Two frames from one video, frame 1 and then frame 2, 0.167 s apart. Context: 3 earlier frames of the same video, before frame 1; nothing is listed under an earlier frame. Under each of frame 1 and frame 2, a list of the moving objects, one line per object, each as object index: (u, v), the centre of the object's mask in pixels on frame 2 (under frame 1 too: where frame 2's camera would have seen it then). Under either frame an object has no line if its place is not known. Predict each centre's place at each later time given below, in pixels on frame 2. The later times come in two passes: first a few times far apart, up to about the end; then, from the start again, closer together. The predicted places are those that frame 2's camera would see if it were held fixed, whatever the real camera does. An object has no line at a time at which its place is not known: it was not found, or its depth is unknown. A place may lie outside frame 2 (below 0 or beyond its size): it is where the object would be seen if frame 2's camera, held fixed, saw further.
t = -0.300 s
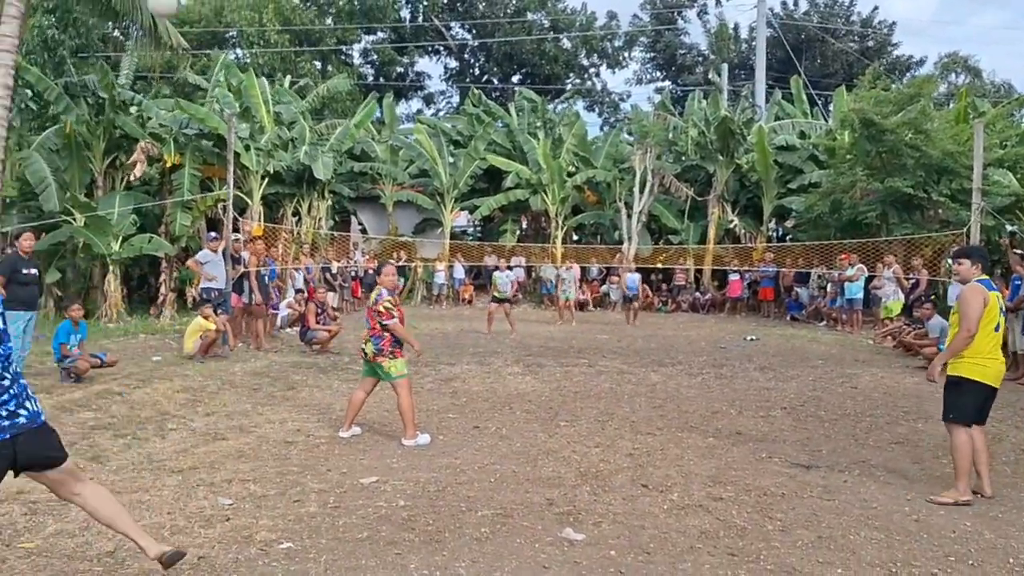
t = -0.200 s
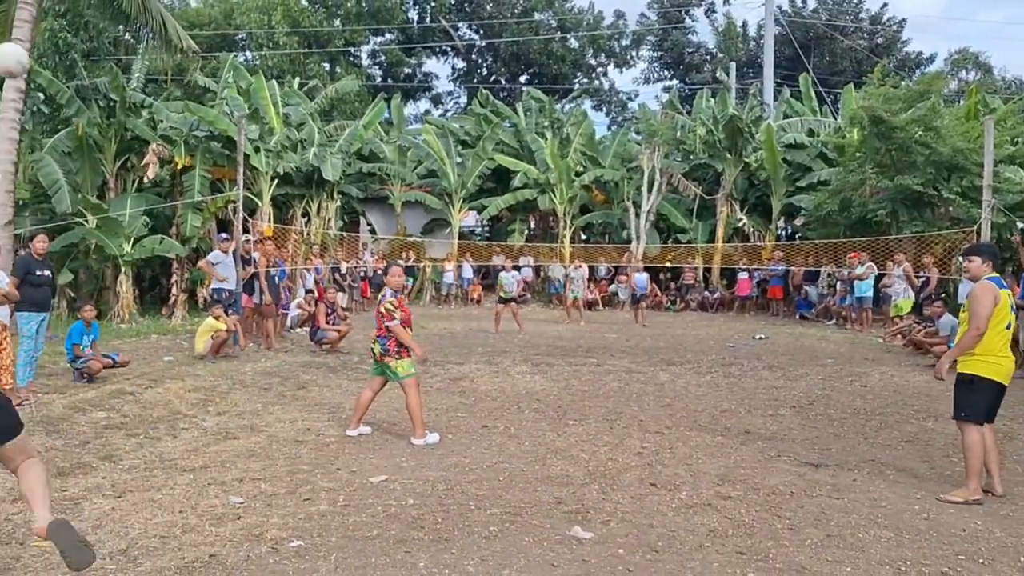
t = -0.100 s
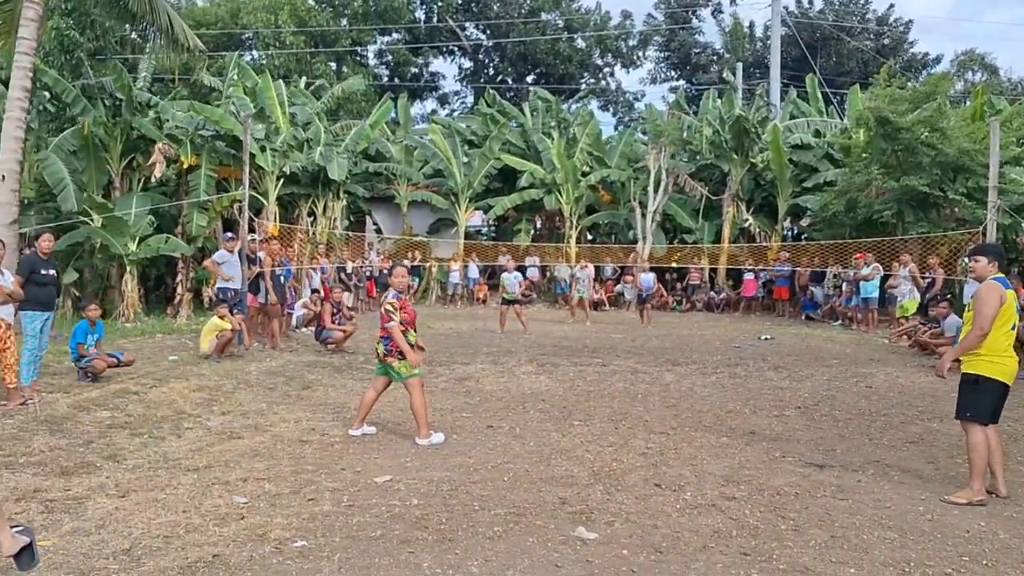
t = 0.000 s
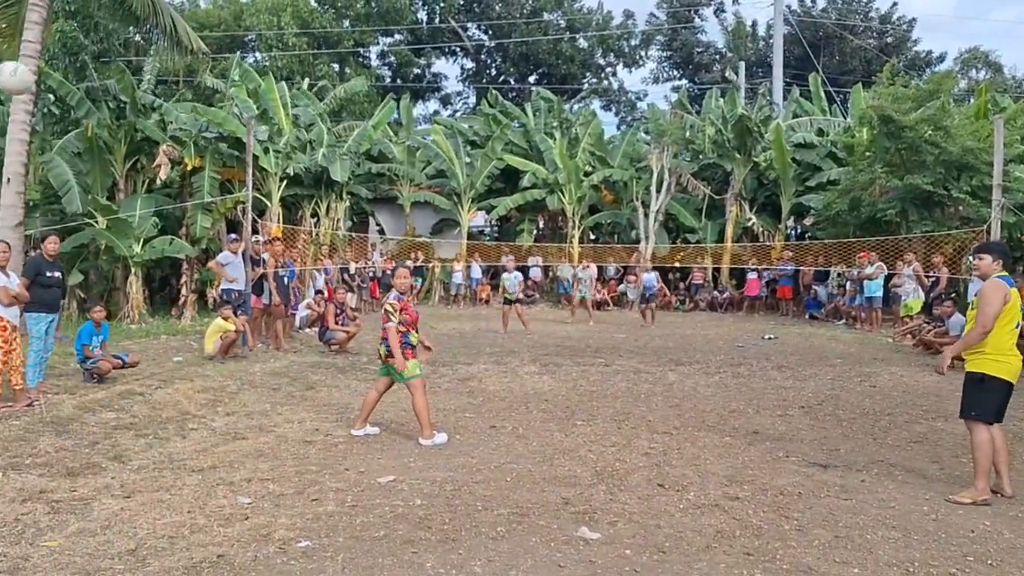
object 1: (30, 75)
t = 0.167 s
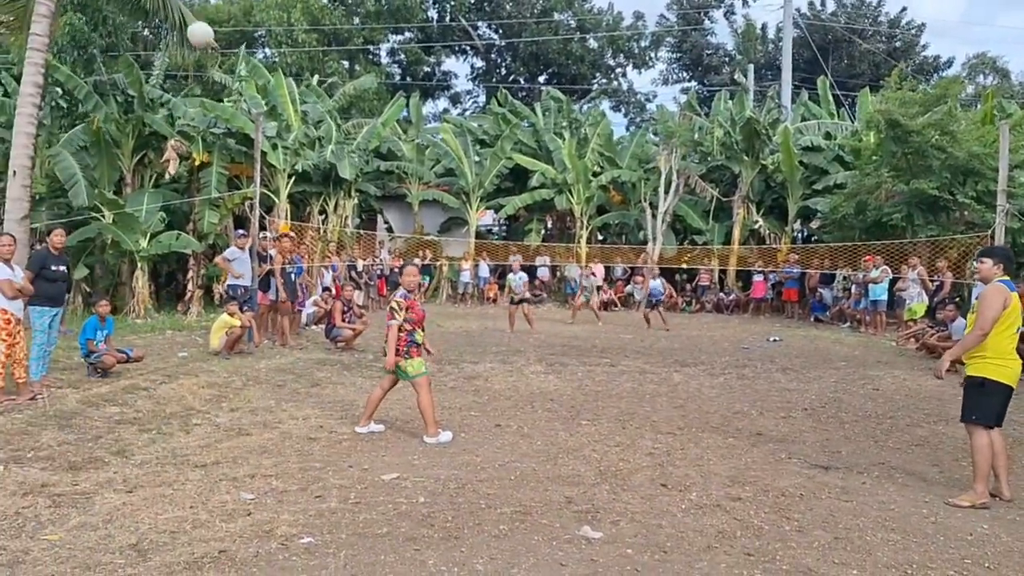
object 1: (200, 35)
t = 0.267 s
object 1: (265, 38)
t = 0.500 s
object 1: (364, 87)
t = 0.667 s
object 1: (407, 142)
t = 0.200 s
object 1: (224, 34)
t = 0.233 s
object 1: (246, 35)
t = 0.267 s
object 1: (265, 38)
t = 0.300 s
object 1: (283, 41)
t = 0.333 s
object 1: (300, 48)
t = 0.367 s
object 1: (315, 53)
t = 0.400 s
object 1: (329, 62)
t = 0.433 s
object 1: (342, 69)
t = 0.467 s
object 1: (353, 78)
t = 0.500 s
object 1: (364, 87)
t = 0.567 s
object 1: (384, 108)
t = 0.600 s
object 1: (392, 118)
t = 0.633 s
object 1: (400, 130)
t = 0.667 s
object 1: (407, 142)
